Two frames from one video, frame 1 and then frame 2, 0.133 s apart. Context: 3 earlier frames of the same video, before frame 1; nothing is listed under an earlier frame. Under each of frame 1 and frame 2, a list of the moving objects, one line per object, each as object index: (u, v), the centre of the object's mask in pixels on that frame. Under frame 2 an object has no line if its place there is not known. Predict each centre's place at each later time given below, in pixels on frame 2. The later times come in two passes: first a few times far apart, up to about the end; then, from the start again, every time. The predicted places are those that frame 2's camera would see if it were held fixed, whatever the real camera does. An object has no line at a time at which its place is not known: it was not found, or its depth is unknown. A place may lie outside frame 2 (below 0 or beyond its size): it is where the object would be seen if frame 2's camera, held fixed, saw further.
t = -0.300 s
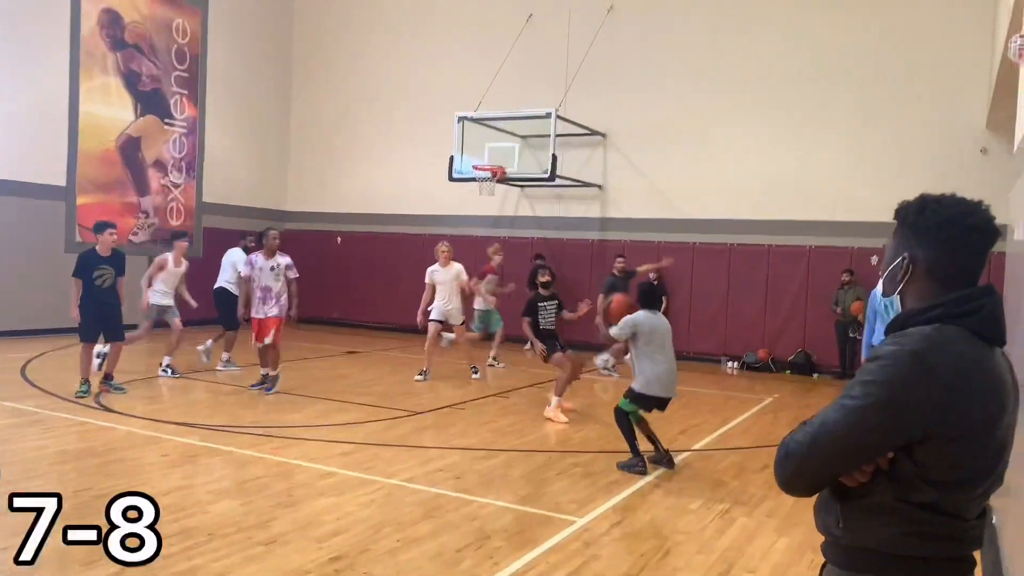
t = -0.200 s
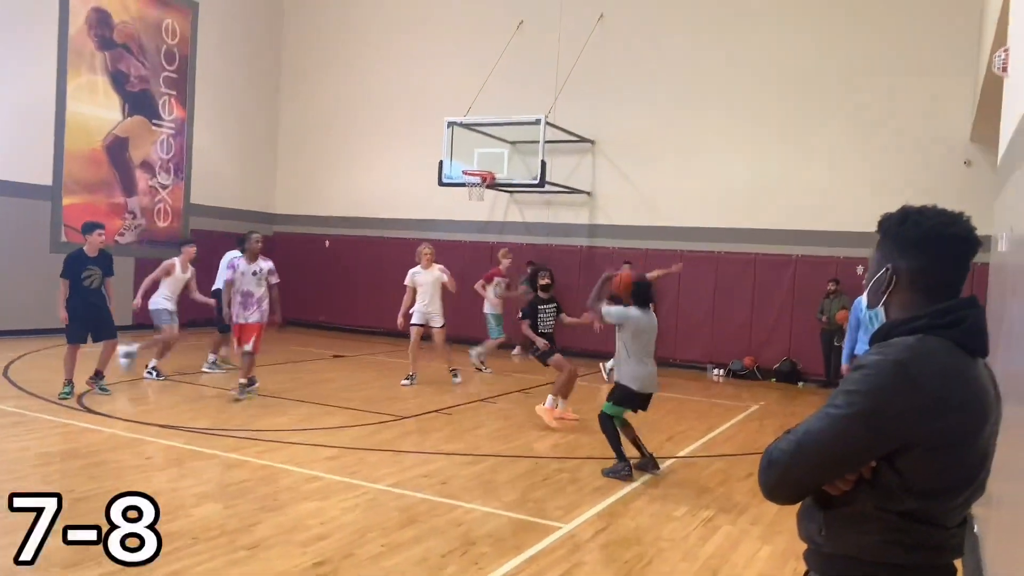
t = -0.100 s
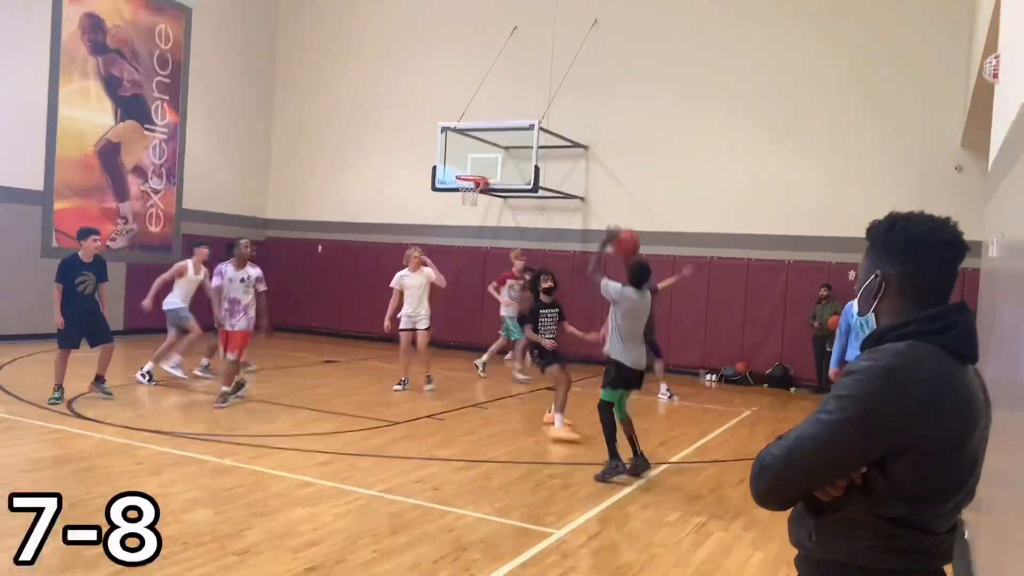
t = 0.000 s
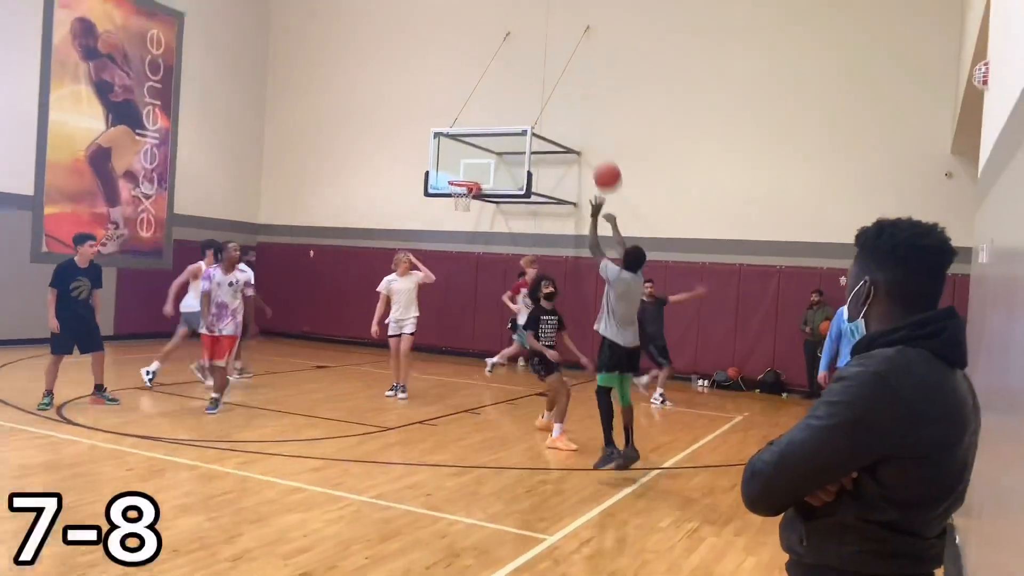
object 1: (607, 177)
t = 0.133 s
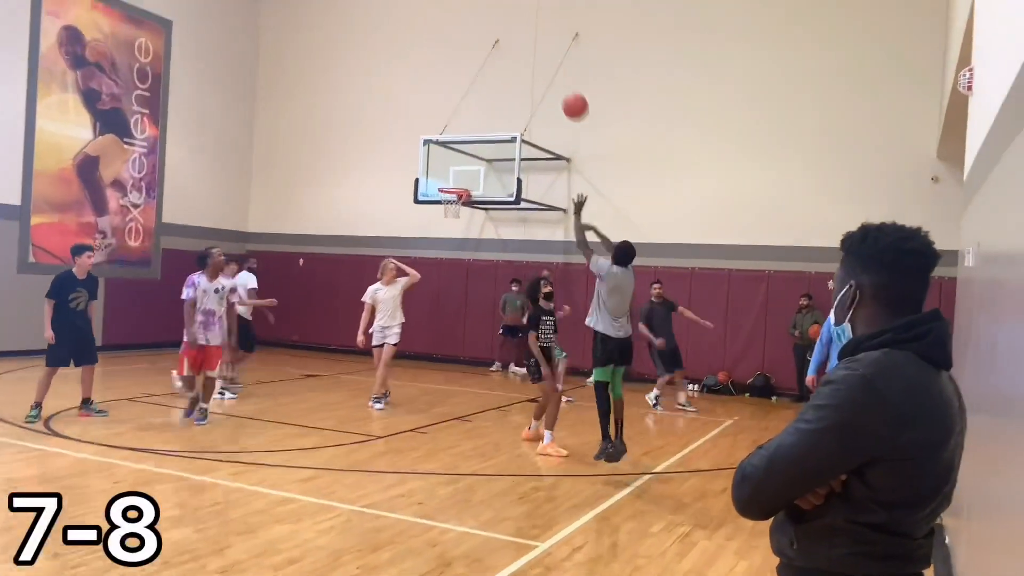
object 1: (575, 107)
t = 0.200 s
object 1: (564, 79)
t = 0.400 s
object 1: (537, 34)
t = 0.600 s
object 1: (513, 28)
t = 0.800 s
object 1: (491, 53)
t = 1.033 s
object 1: (466, 111)
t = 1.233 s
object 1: (447, 179)
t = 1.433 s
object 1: (461, 210)
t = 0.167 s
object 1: (570, 92)
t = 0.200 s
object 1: (564, 79)
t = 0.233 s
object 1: (560, 68)
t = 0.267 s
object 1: (555, 58)
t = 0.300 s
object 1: (550, 51)
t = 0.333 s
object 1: (546, 44)
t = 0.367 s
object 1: (541, 38)
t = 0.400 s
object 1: (537, 34)
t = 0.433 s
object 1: (533, 30)
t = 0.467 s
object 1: (529, 28)
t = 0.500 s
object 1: (525, 26)
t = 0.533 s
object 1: (520, 26)
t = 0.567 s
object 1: (517, 27)
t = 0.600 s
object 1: (513, 28)
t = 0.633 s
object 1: (509, 31)
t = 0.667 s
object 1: (505, 34)
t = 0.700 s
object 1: (501, 37)
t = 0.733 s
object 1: (498, 42)
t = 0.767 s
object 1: (494, 48)
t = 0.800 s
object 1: (491, 53)
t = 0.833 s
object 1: (488, 60)
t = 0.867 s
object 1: (483, 67)
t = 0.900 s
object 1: (480, 75)
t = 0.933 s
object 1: (476, 83)
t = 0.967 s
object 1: (473, 92)
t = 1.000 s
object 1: (470, 102)
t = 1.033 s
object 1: (466, 111)
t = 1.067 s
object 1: (463, 122)
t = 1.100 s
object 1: (460, 132)
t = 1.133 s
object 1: (457, 143)
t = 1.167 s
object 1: (453, 156)
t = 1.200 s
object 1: (450, 167)
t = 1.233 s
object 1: (447, 179)
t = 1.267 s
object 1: (447, 188)
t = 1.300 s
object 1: (449, 194)
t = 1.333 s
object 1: (452, 198)
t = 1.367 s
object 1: (455, 202)
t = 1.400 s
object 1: (459, 207)
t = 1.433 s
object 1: (461, 210)
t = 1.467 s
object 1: (463, 215)
